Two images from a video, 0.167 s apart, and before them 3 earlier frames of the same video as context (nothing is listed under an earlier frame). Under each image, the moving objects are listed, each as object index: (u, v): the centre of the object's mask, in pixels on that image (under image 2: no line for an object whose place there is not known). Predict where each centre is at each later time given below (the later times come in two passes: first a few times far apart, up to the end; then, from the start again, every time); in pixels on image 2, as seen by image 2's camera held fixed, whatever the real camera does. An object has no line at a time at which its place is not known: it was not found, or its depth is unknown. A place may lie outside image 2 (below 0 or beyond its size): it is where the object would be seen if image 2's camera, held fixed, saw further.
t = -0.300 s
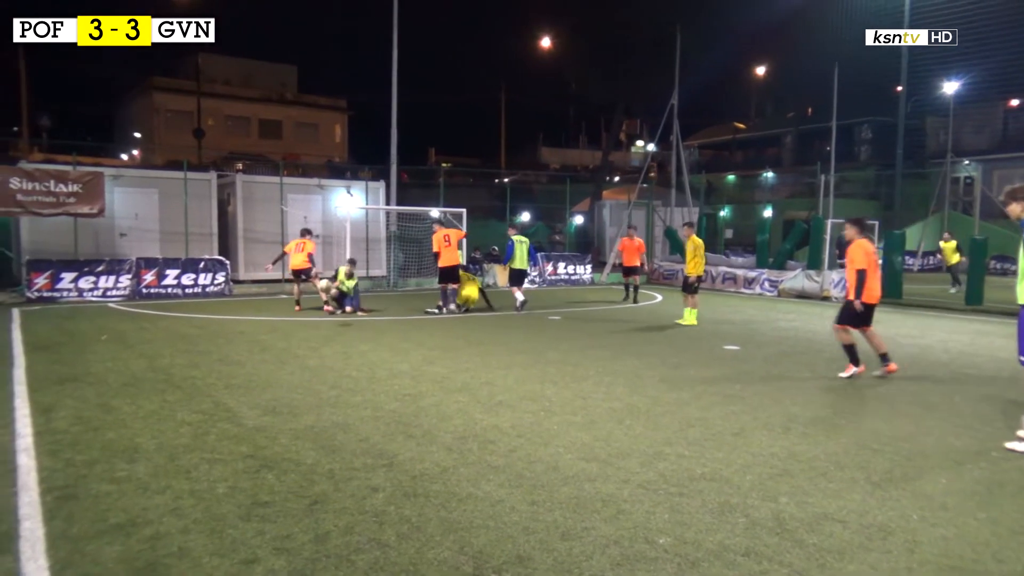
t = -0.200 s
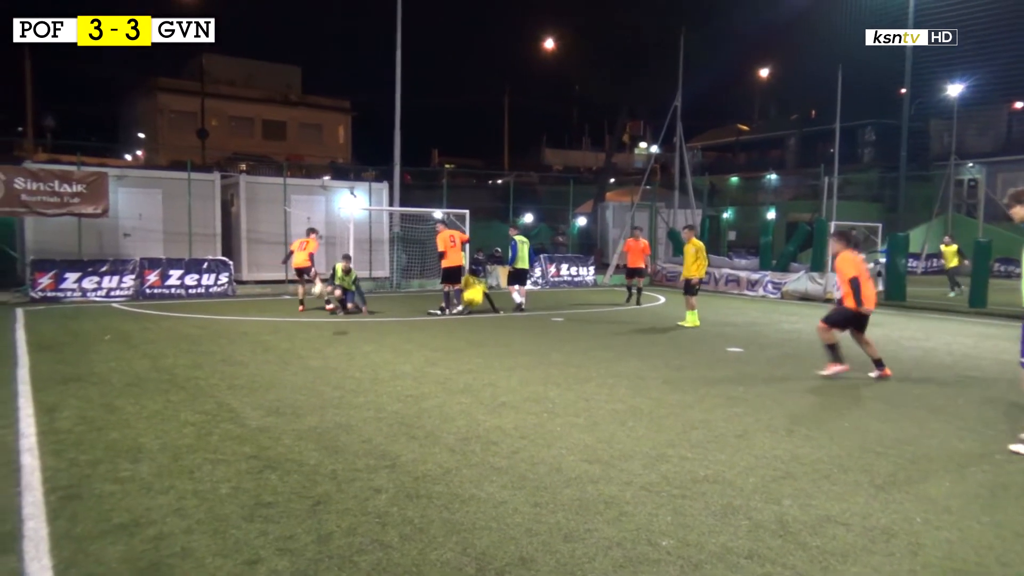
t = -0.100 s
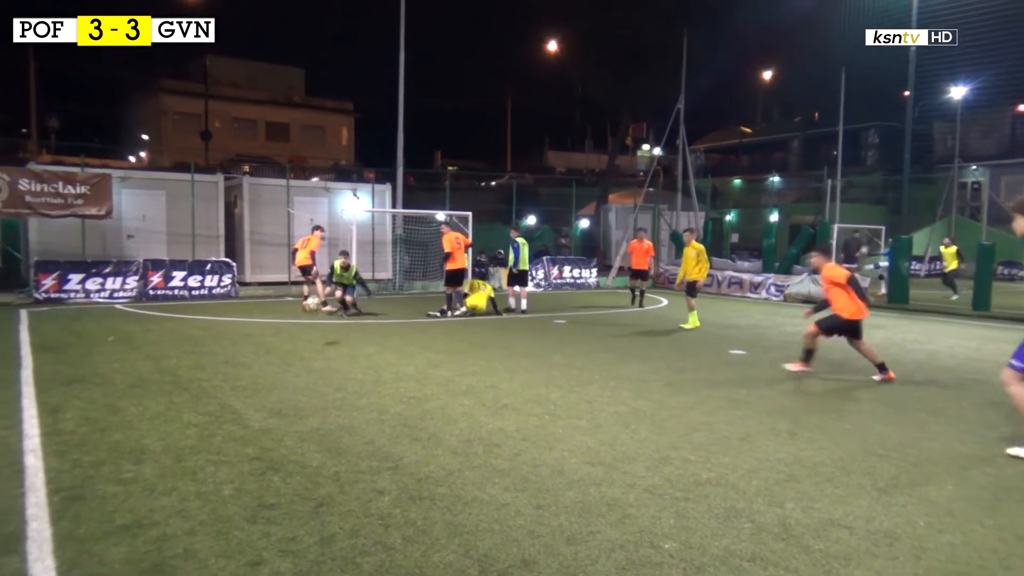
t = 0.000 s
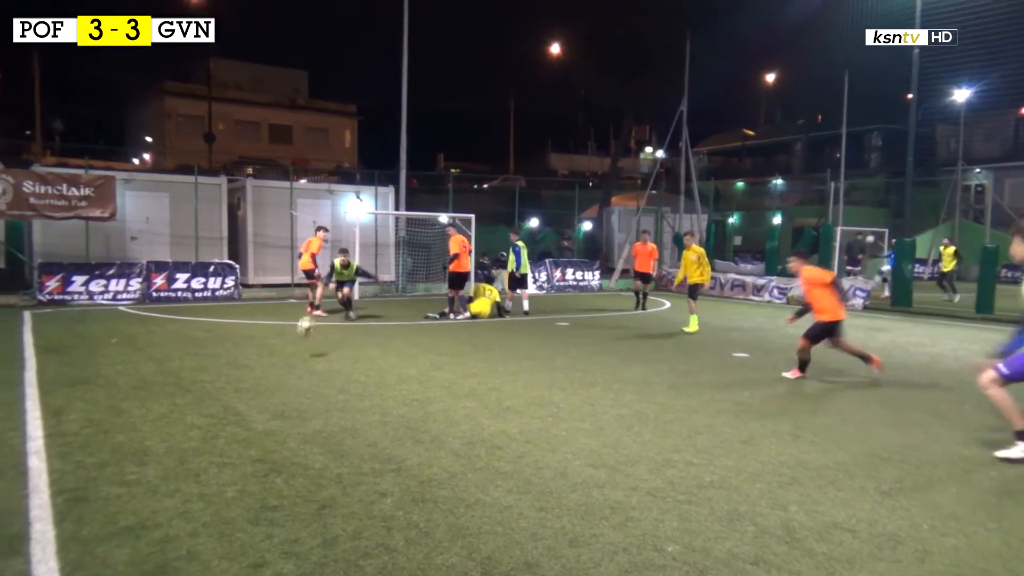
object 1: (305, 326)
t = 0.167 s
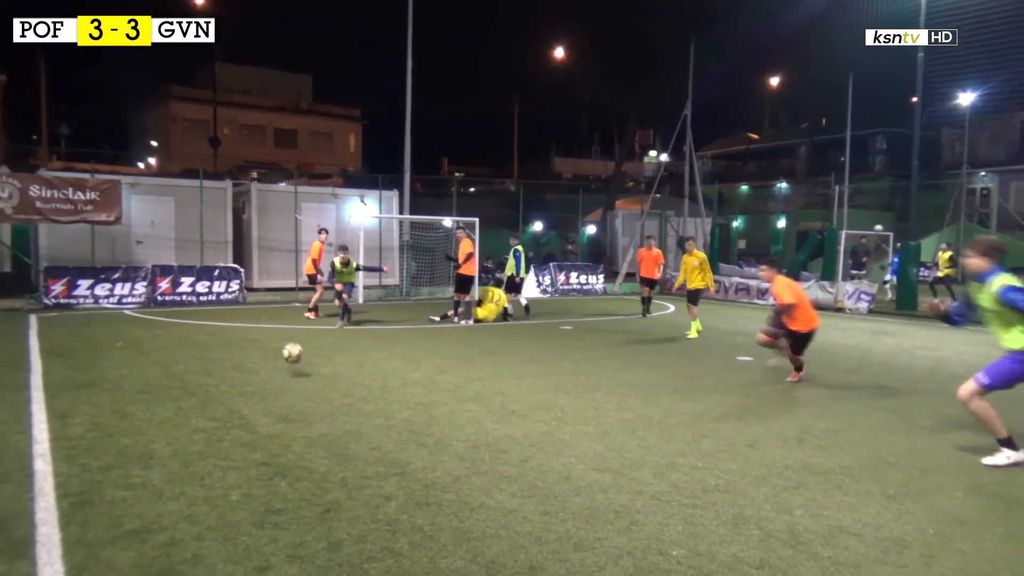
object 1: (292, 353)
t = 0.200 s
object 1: (289, 350)
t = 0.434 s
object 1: (263, 357)
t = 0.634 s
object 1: (233, 410)
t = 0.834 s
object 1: (217, 399)
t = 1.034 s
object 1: (194, 442)
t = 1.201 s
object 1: (170, 449)
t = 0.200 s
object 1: (289, 350)
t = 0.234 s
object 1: (286, 347)
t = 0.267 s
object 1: (282, 346)
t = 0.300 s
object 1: (279, 347)
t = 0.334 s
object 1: (276, 347)
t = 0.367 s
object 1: (272, 349)
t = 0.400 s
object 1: (268, 352)
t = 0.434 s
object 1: (263, 357)
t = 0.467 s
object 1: (259, 362)
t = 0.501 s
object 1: (253, 368)
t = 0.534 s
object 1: (249, 378)
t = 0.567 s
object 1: (244, 388)
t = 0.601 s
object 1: (238, 403)
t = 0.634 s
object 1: (233, 410)
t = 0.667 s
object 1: (231, 406)
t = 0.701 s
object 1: (228, 401)
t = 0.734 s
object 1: (225, 400)
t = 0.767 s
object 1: (222, 399)
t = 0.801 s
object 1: (219, 399)
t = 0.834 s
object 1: (217, 399)
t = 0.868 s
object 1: (213, 403)
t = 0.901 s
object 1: (209, 406)
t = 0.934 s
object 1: (206, 412)
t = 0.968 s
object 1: (202, 421)
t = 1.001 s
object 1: (198, 430)
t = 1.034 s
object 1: (194, 442)
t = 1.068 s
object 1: (191, 448)
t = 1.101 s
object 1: (185, 445)
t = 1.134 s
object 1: (180, 445)
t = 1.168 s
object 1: (175, 446)
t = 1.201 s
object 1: (170, 449)
